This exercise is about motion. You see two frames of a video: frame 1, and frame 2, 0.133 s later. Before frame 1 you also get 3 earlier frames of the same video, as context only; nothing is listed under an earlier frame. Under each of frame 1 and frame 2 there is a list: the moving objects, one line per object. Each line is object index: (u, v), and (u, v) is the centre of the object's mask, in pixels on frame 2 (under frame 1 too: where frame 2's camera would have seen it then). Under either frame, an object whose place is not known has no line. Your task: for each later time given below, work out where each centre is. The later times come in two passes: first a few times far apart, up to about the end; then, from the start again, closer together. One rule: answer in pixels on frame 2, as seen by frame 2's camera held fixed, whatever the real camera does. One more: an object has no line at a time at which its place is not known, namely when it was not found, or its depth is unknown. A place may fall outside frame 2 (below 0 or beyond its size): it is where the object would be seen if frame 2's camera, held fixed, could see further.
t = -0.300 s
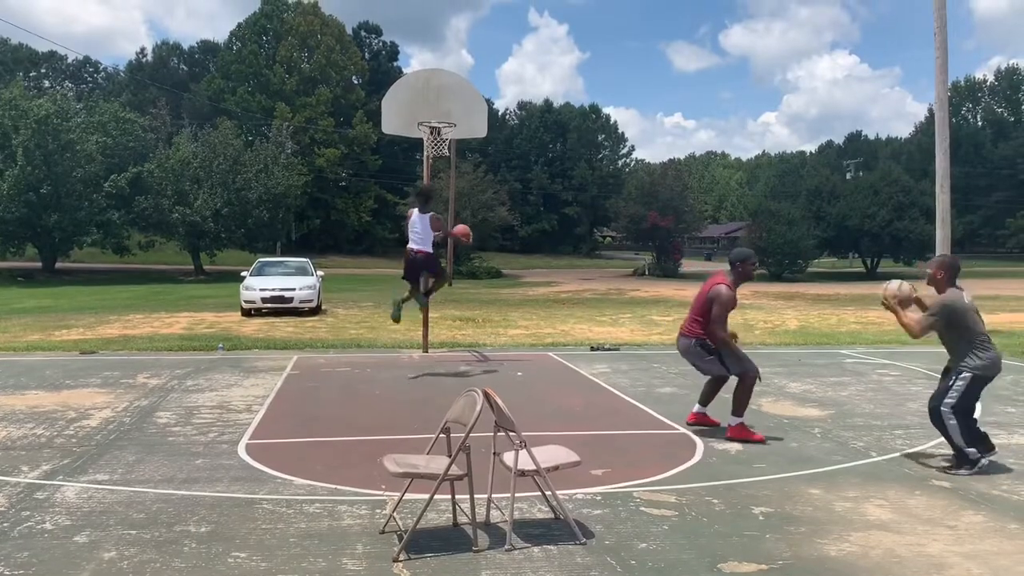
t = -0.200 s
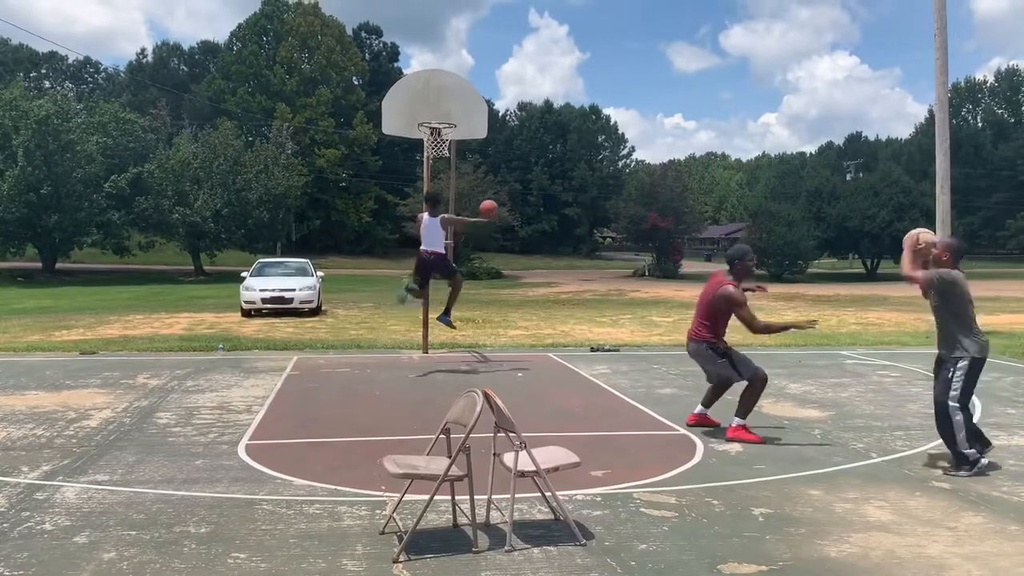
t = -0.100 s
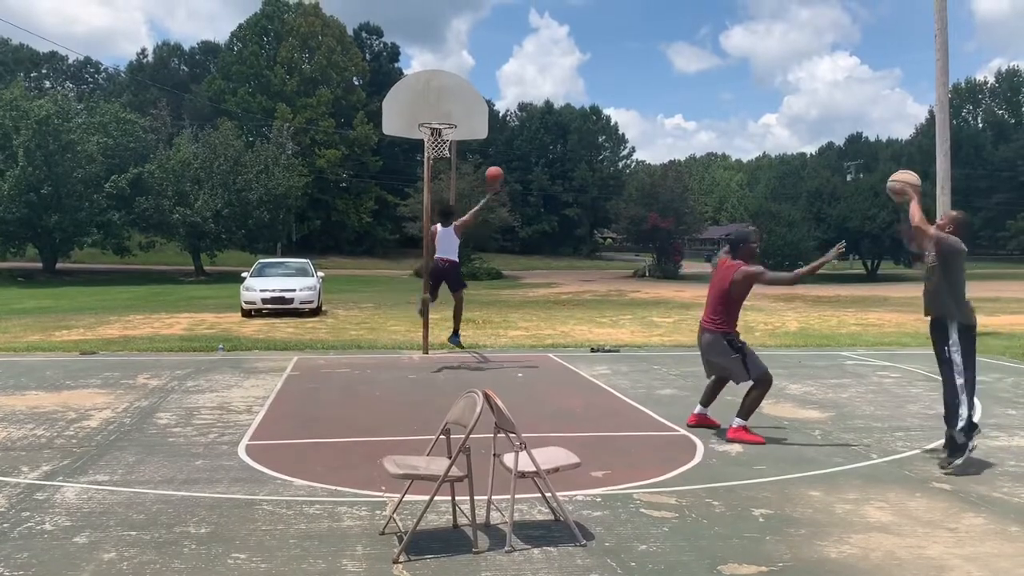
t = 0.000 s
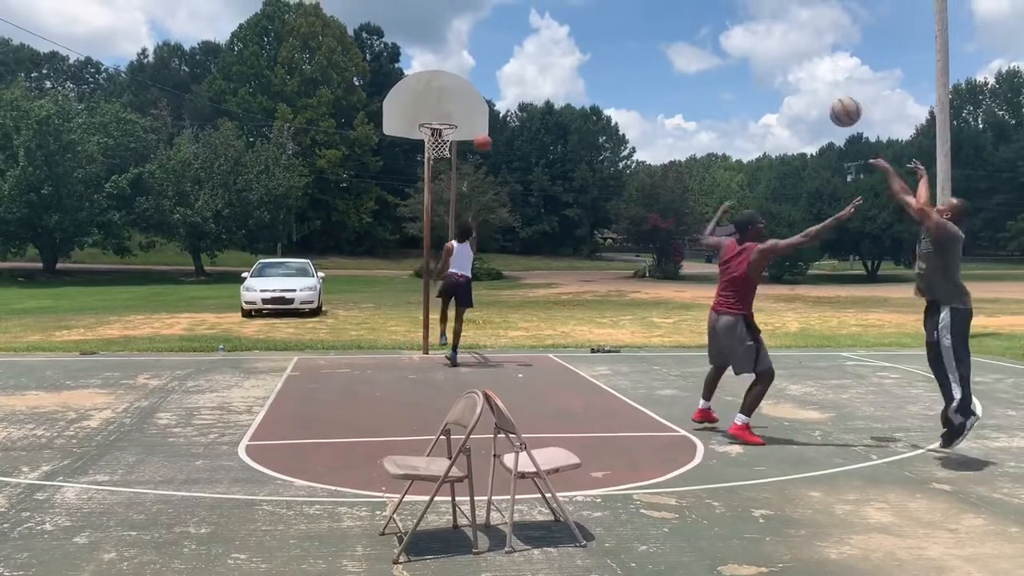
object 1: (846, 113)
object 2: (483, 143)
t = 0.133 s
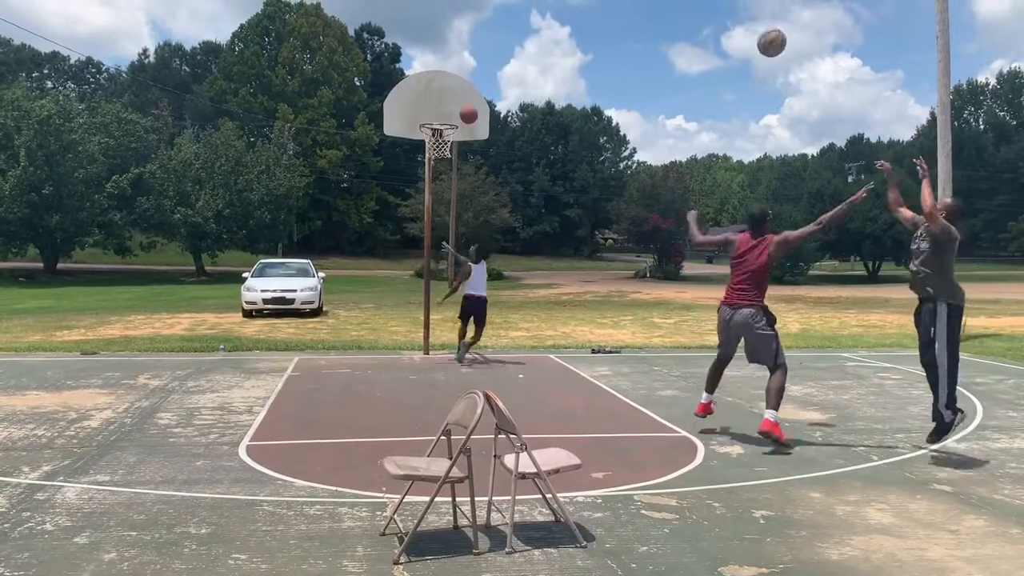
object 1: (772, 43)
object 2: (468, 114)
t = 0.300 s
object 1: (693, 3)
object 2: (457, 105)
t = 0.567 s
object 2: (446, 112)
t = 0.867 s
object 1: (509, 50)
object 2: (438, 116)
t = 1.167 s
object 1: (463, 146)
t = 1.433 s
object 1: (477, 238)
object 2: (434, 249)
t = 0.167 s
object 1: (755, 31)
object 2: (466, 111)
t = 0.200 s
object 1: (738, 19)
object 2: (464, 109)
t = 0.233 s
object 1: (722, 10)
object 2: (462, 106)
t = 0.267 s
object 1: (707, 7)
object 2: (459, 105)
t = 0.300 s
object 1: (693, 3)
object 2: (457, 105)
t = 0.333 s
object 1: (679, 1)
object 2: (455, 106)
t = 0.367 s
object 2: (453, 107)
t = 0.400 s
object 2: (451, 110)
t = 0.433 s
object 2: (449, 113)
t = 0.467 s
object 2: (447, 115)
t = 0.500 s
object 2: (447, 113)
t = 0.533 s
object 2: (447, 112)
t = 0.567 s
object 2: (446, 112)
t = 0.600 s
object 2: (447, 111)
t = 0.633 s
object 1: (573, 3)
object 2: (446, 113)
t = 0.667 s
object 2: (446, 114)
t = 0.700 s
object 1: (554, 9)
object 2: (446, 116)
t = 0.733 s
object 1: (544, 14)
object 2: (445, 115)
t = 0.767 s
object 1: (535, 22)
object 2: (443, 114)
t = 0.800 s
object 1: (526, 31)
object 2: (442, 114)
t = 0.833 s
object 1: (518, 40)
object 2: (440, 115)
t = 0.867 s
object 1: (509, 50)
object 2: (438, 116)
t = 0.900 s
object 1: (501, 60)
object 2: (436, 119)
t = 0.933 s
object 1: (494, 71)
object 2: (434, 123)
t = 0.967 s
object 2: (434, 131)
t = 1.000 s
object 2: (434, 131)
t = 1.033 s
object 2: (432, 134)
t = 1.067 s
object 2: (433, 141)
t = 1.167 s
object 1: (463, 146)
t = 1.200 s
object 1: (464, 154)
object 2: (434, 171)
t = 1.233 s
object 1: (466, 162)
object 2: (433, 180)
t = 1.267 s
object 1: (468, 171)
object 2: (433, 189)
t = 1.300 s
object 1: (469, 183)
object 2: (433, 199)
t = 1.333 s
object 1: (471, 194)
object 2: (433, 210)
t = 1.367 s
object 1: (473, 207)
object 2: (434, 222)
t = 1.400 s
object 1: (475, 222)
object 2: (434, 235)
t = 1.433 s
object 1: (477, 238)
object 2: (434, 249)
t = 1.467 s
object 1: (479, 254)
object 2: (434, 263)
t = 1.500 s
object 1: (480, 271)
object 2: (434, 279)
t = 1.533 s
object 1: (482, 289)
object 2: (434, 295)
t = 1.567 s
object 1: (484, 310)
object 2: (433, 311)
